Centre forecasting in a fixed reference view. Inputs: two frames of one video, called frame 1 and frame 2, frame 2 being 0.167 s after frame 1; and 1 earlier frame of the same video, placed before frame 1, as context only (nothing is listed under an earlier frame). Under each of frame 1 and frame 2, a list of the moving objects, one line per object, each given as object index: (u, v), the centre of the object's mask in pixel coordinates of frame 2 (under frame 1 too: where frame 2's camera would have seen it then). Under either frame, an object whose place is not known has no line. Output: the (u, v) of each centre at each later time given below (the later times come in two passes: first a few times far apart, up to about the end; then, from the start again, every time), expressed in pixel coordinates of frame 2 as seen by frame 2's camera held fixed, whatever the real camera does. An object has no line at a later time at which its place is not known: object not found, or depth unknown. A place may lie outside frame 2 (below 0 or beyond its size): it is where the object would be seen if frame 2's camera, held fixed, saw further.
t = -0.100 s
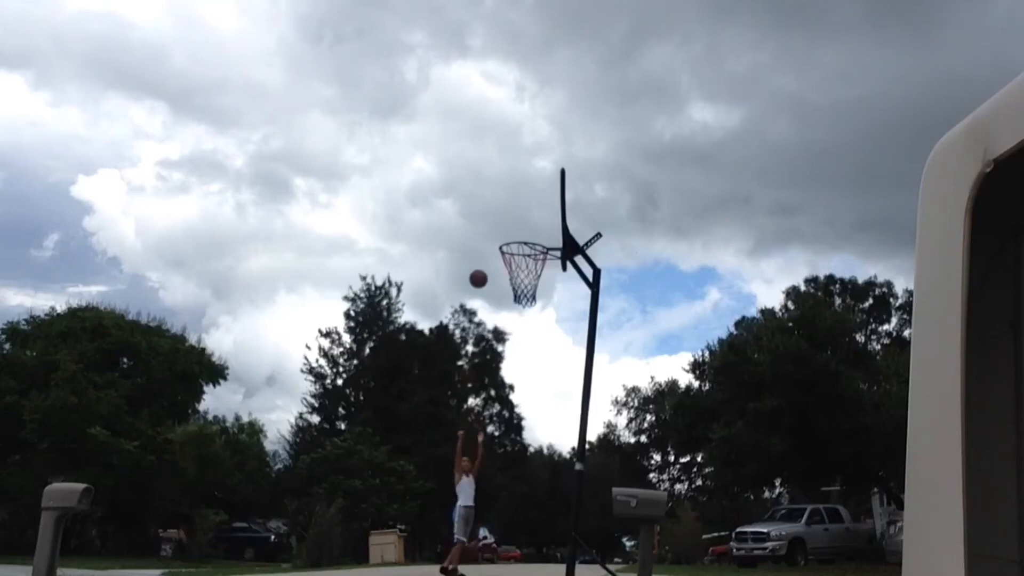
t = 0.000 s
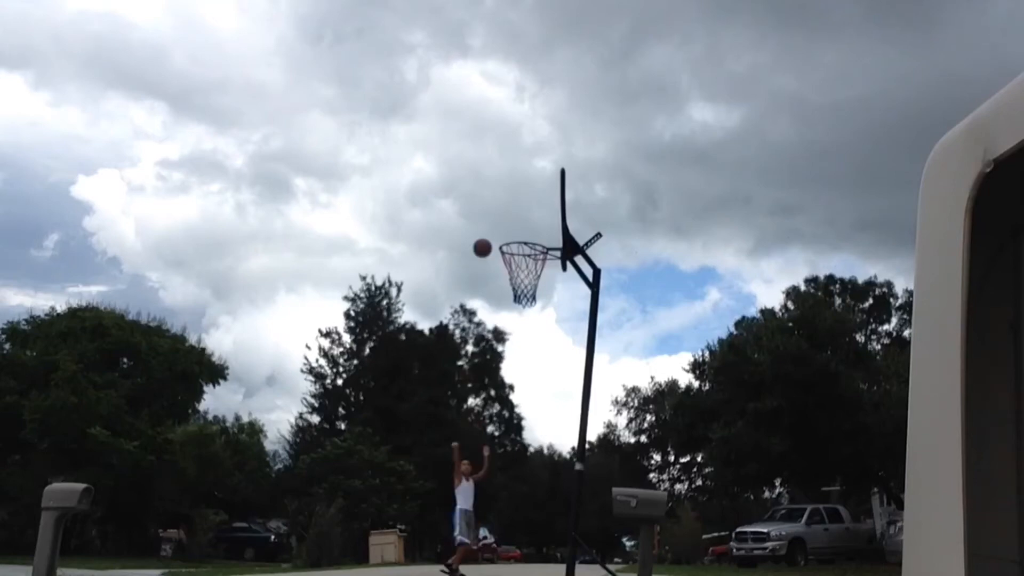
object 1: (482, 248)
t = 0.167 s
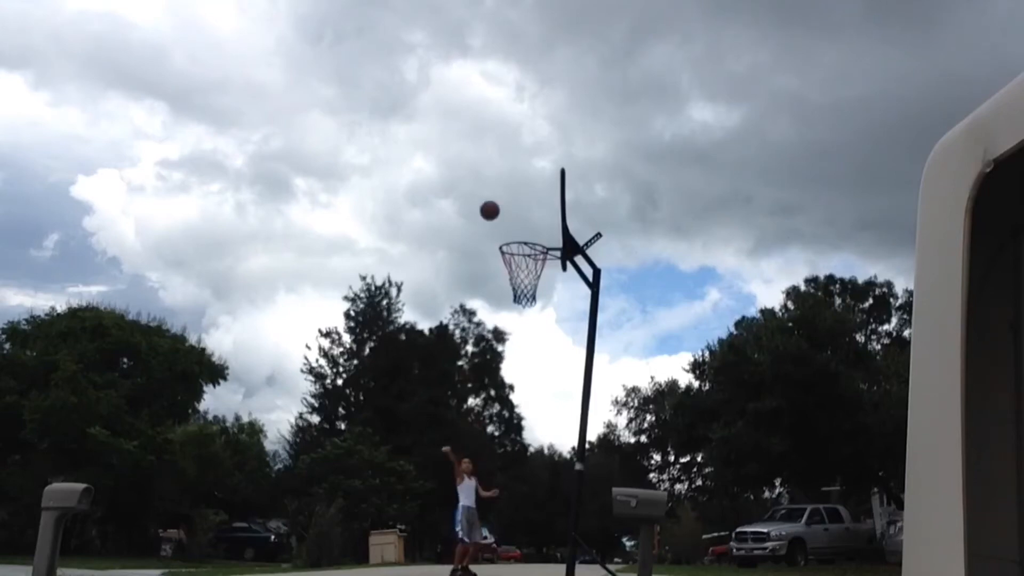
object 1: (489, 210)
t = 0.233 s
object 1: (493, 200)
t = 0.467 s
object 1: (504, 190)
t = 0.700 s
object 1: (519, 229)
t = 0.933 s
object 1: (522, 279)
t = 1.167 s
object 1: (523, 296)
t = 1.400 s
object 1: (524, 362)
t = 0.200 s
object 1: (491, 205)
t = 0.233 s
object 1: (493, 200)
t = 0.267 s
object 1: (494, 196)
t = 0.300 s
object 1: (496, 193)
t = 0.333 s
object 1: (497, 190)
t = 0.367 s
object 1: (499, 189)
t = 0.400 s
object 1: (500, 188)
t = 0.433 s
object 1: (502, 189)
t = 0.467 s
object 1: (504, 190)
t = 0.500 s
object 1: (506, 192)
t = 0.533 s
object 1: (508, 195)
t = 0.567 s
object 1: (510, 200)
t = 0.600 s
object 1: (512, 205)
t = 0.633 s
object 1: (514, 212)
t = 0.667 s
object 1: (516, 220)
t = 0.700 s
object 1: (519, 229)
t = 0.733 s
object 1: (521, 240)
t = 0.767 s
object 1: (522, 251)
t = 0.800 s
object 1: (522, 263)
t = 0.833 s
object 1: (522, 276)
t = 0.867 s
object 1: (522, 280)
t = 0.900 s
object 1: (522, 279)
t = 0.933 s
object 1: (522, 279)
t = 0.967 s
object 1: (522, 279)
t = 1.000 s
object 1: (523, 280)
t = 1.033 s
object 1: (523, 282)
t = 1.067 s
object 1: (523, 283)
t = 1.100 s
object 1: (523, 287)
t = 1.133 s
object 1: (523, 291)
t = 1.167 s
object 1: (523, 296)
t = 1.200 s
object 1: (523, 302)
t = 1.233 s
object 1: (523, 309)
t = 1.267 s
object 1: (523, 317)
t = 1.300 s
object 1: (523, 326)
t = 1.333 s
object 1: (523, 337)
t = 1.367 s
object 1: (523, 349)
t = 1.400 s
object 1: (524, 362)
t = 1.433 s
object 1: (524, 377)
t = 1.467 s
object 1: (524, 392)
